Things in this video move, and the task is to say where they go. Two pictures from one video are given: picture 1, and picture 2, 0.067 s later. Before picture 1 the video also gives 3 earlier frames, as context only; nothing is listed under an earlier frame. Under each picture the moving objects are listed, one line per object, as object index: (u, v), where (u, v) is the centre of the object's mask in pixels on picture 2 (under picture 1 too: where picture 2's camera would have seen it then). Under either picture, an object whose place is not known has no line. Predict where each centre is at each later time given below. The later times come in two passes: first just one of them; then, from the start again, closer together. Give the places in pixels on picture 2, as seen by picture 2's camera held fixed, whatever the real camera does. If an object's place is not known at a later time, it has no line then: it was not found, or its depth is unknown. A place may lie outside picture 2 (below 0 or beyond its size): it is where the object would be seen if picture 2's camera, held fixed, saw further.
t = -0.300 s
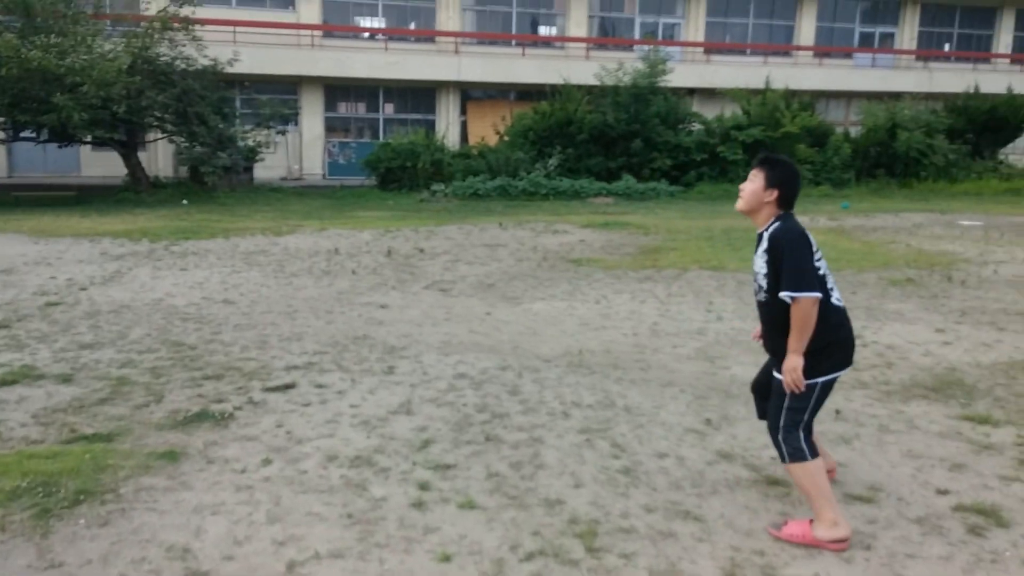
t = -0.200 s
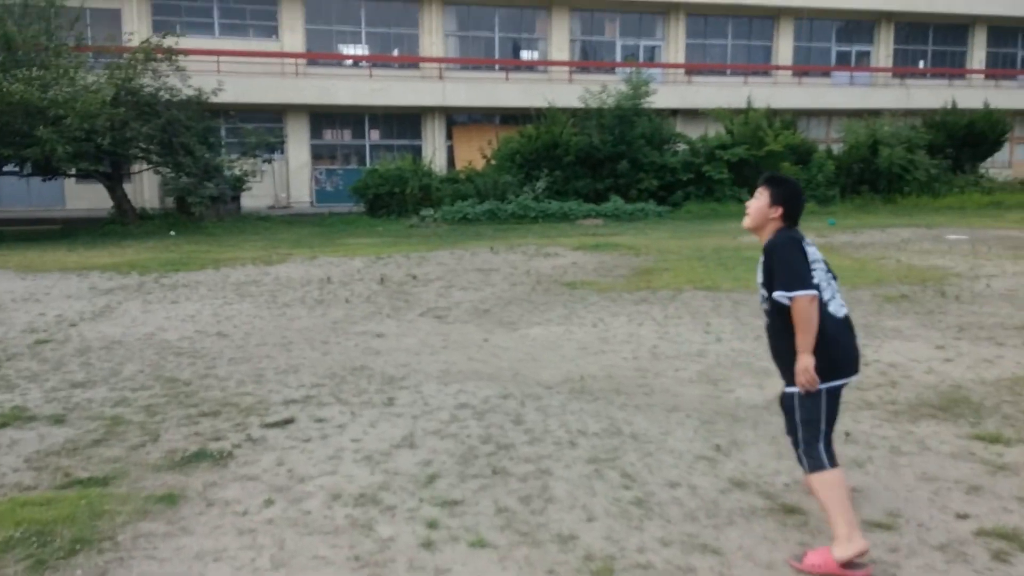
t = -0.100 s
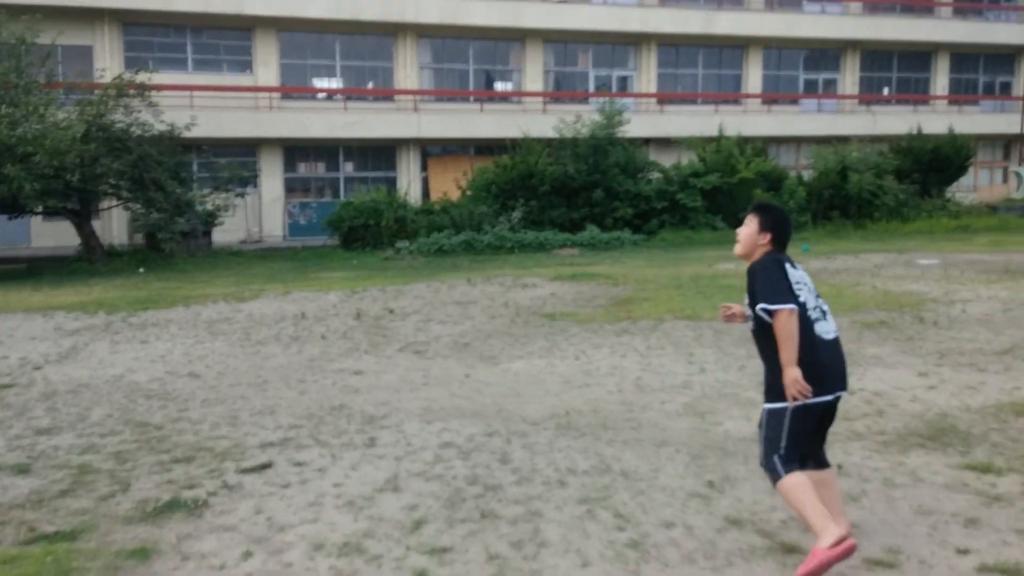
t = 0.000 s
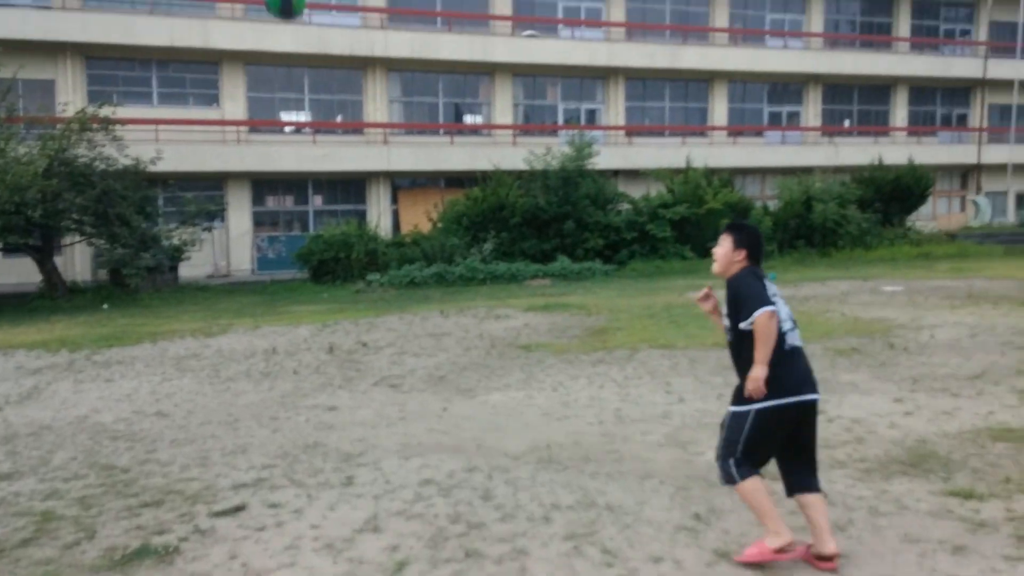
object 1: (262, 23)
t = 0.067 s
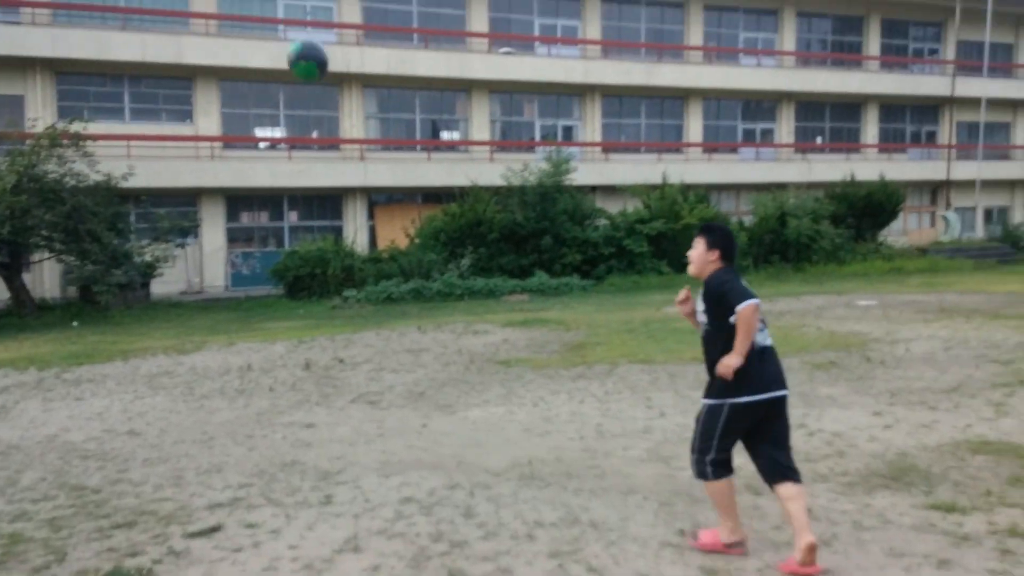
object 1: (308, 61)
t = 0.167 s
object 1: (372, 140)
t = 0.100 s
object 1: (329, 87)
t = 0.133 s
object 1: (350, 112)
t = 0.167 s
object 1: (372, 140)
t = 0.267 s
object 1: (430, 230)
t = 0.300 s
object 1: (447, 262)
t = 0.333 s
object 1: (462, 296)
